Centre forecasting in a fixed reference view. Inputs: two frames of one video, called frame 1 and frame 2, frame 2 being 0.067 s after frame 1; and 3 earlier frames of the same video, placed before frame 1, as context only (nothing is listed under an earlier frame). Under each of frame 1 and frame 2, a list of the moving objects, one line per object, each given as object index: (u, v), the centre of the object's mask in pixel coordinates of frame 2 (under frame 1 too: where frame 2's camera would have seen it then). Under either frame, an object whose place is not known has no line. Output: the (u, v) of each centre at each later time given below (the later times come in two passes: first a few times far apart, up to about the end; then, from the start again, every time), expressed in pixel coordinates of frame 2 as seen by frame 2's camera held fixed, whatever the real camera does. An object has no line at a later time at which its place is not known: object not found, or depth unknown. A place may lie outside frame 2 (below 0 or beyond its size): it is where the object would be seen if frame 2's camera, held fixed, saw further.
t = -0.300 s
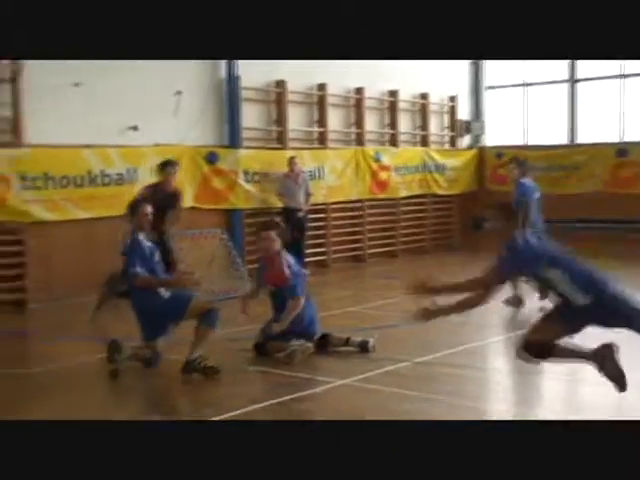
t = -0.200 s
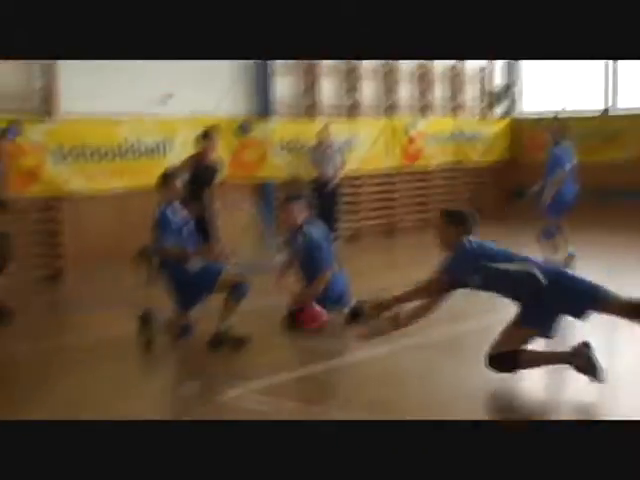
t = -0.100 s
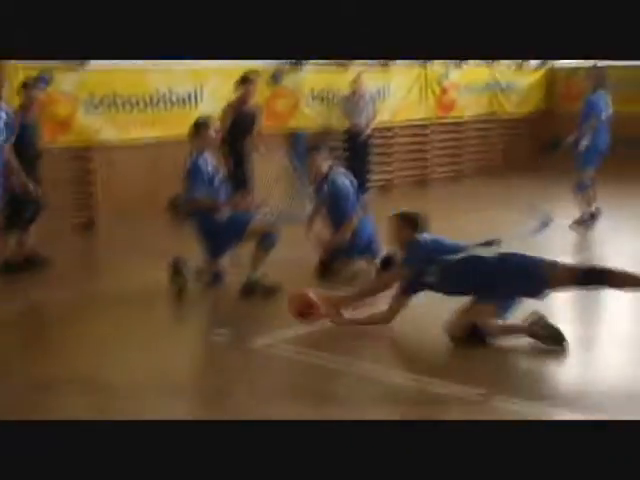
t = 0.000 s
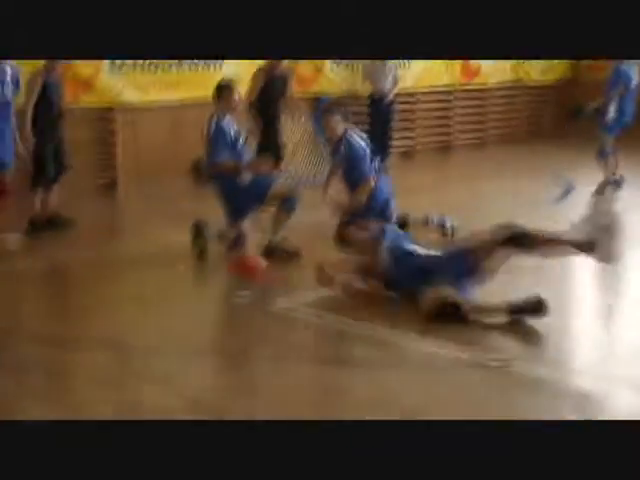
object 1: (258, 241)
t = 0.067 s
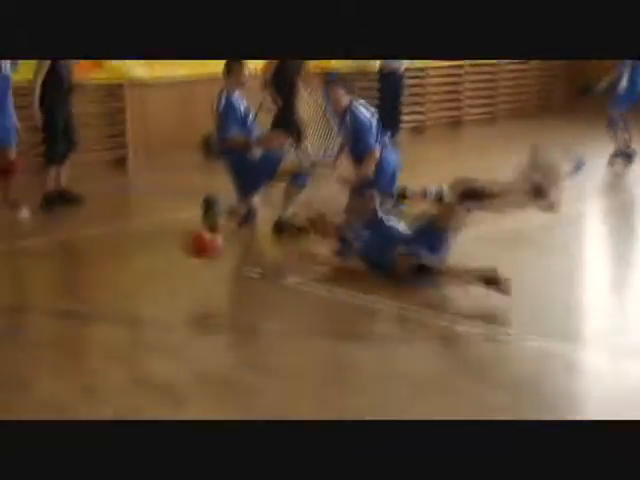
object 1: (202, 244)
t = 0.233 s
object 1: (68, 280)
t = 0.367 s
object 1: (-26, 273)
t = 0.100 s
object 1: (175, 250)
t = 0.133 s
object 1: (148, 257)
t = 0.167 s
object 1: (119, 266)
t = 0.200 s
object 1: (92, 275)
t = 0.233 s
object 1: (68, 280)
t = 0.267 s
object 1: (43, 275)
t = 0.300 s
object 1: (18, 271)
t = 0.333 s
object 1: (-5, 269)
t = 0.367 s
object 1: (-26, 273)
